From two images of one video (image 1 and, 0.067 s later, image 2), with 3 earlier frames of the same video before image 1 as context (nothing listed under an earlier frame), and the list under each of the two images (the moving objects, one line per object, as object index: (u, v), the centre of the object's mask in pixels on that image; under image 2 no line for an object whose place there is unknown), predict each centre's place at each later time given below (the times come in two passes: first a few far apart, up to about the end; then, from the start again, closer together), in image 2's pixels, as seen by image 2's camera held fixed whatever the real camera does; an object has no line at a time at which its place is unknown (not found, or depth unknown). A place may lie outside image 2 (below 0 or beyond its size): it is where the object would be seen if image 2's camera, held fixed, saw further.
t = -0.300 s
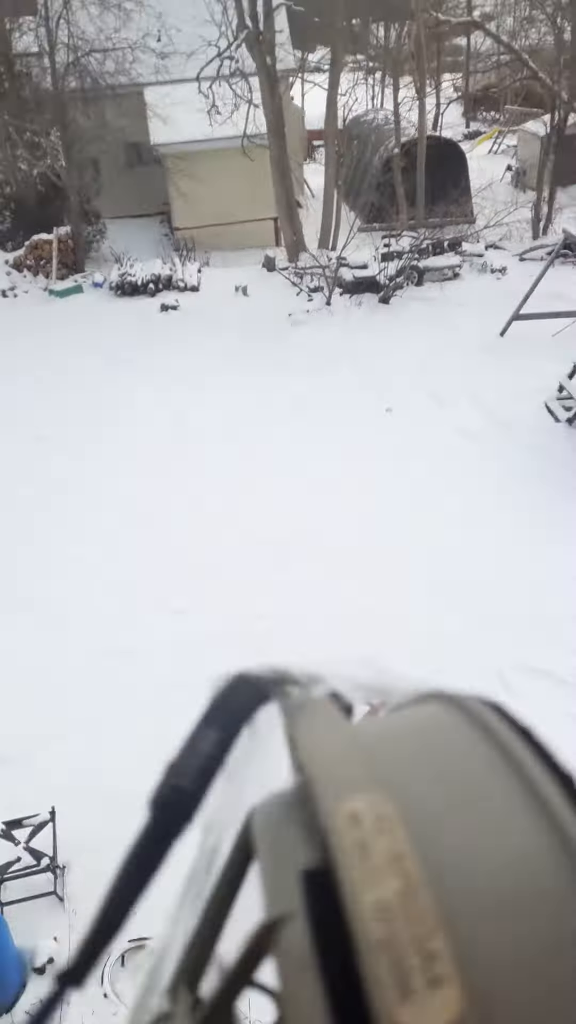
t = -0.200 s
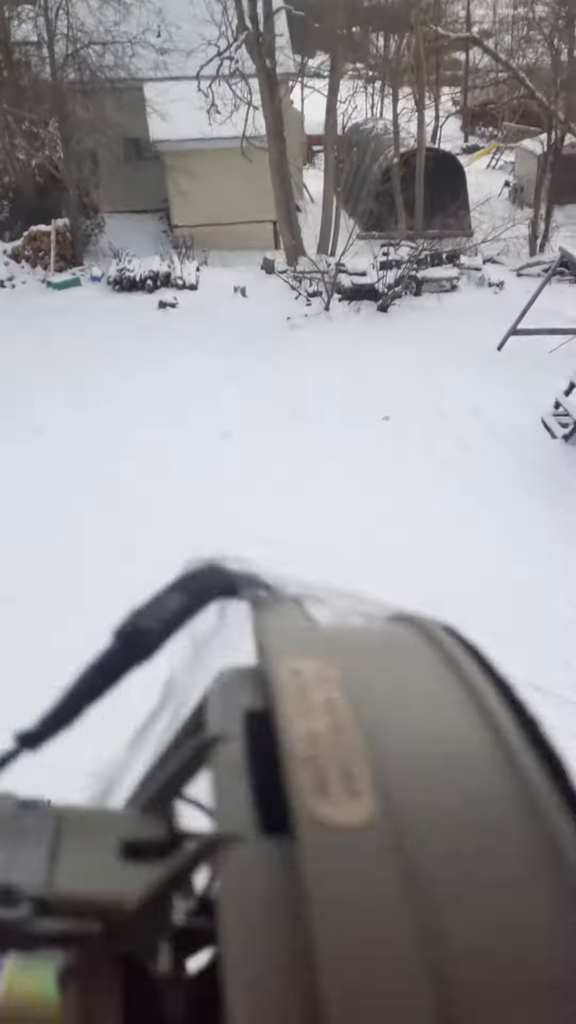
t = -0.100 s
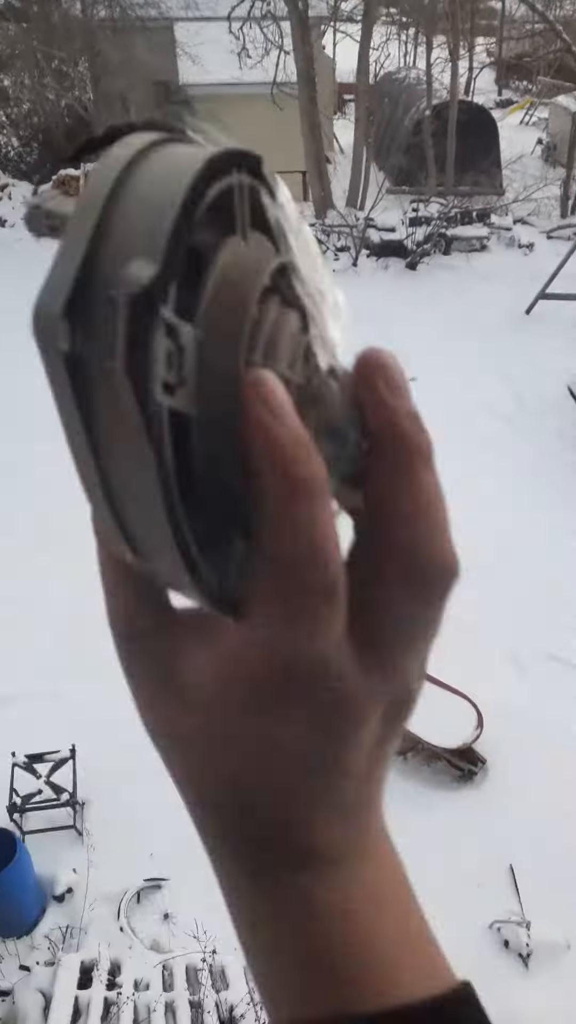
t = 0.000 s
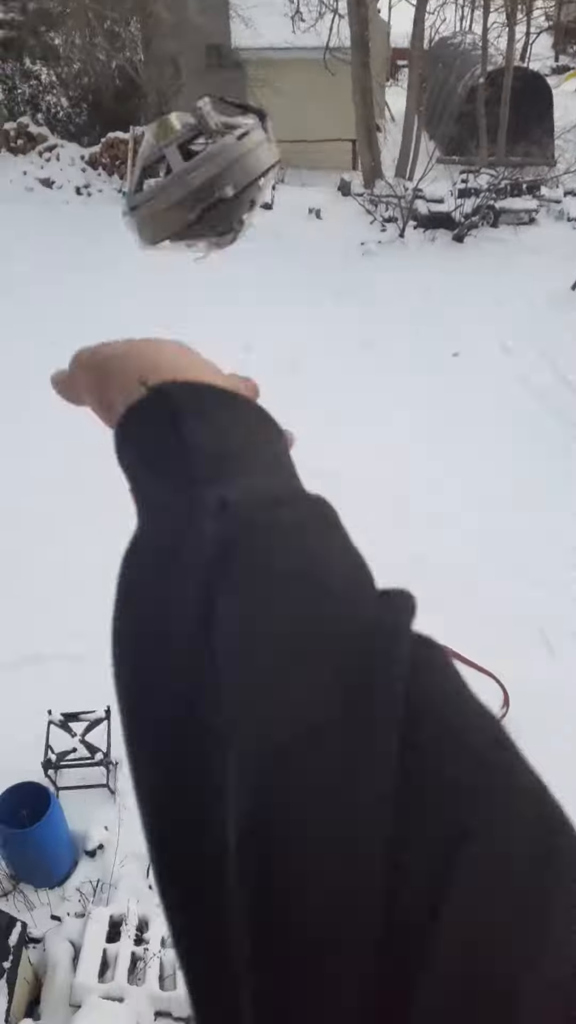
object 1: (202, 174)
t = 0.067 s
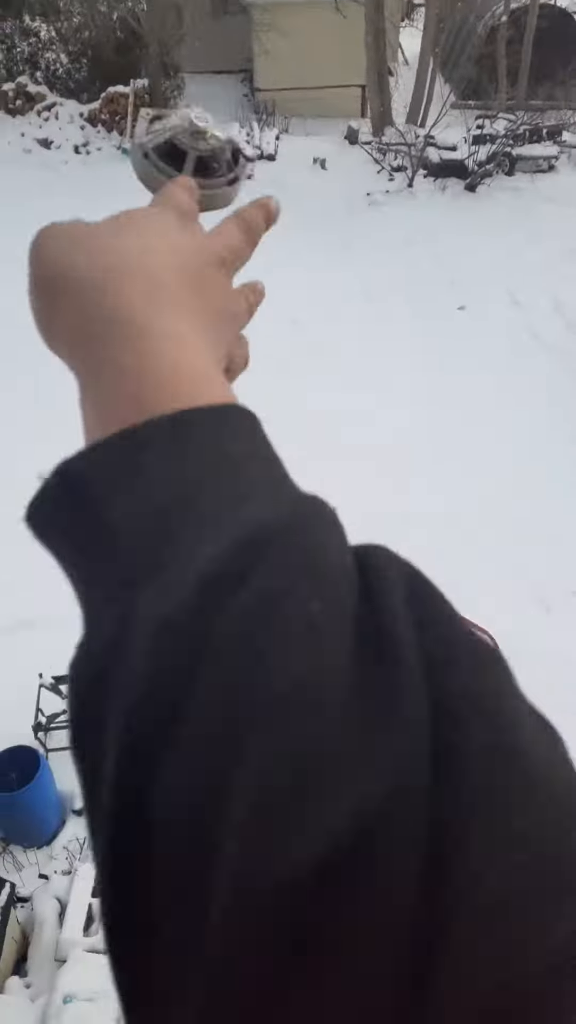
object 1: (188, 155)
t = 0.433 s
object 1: (200, 332)
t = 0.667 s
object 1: (211, 445)
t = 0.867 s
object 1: (220, 524)
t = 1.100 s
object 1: (207, 521)
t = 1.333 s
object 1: (175, 479)
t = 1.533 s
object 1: (146, 451)
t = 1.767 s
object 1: (120, 435)
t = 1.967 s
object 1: (101, 429)
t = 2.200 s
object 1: (86, 429)
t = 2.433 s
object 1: (82, 430)
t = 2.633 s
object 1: (81, 431)
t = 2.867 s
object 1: (82, 431)
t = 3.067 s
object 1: (81, 432)
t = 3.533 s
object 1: (81, 431)
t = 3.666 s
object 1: (82, 432)
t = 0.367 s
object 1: (199, 299)
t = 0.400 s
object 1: (200, 315)
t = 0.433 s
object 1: (200, 332)
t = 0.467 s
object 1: (201, 354)
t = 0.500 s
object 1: (198, 374)
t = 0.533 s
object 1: (202, 386)
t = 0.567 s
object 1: (205, 400)
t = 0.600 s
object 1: (207, 417)
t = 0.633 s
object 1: (208, 431)
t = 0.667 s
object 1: (211, 445)
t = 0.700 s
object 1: (214, 459)
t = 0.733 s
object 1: (215, 472)
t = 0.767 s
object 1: (216, 486)
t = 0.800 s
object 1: (217, 498)
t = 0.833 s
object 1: (219, 510)
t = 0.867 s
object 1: (220, 524)
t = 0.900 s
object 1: (220, 535)
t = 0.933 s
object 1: (222, 547)
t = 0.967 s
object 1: (224, 556)
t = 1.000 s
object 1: (221, 547)
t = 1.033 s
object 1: (216, 538)
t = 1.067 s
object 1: (211, 529)
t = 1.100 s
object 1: (207, 521)
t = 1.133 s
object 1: (202, 514)
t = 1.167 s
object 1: (198, 509)
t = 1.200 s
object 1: (194, 503)
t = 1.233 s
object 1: (190, 496)
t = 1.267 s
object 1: (184, 491)
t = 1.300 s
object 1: (178, 485)
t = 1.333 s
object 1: (175, 479)
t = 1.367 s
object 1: (169, 473)
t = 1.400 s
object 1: (163, 467)
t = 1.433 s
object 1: (158, 463)
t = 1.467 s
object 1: (154, 459)
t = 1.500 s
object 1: (150, 456)
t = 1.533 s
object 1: (146, 451)
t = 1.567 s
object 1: (142, 446)
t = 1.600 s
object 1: (137, 442)
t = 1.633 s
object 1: (134, 441)
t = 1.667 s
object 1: (131, 438)
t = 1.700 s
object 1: (127, 438)
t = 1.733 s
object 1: (124, 437)
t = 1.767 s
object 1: (120, 435)
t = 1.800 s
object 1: (117, 433)
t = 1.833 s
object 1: (112, 432)
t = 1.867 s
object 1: (108, 432)
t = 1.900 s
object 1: (106, 431)
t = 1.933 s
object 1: (103, 430)
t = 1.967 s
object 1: (101, 429)
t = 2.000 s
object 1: (98, 429)
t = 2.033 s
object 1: (96, 430)
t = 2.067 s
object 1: (94, 430)
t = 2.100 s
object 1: (92, 429)
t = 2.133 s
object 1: (90, 429)
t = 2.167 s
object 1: (88, 428)
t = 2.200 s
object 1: (86, 429)
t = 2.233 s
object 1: (85, 429)
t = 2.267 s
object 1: (83, 429)
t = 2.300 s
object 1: (82, 429)
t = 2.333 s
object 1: (82, 429)
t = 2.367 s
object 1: (81, 430)
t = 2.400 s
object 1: (81, 430)
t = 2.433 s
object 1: (82, 430)
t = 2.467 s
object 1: (82, 431)
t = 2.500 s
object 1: (81, 431)
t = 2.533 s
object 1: (81, 431)
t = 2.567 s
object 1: (82, 431)
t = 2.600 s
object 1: (81, 431)
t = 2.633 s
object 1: (81, 431)
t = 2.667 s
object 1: (82, 431)
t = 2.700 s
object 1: (82, 432)
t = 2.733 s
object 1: (82, 431)
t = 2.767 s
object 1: (82, 431)
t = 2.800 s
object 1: (81, 431)
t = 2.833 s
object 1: (82, 431)
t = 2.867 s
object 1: (82, 431)
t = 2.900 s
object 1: (82, 431)
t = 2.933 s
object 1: (82, 431)
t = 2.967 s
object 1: (81, 431)
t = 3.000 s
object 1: (80, 431)
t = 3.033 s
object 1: (84, 431)
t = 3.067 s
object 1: (81, 432)
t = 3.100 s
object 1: (77, 431)
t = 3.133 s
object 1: (83, 431)
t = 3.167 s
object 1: (79, 431)
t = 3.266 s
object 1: (86, 430)
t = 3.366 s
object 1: (84, 431)
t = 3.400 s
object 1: (83, 431)
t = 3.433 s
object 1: (83, 431)
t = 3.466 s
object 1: (82, 431)
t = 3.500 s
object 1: (82, 431)
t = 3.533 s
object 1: (81, 431)
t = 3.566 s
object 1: (81, 432)
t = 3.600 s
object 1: (80, 432)
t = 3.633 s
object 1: (80, 432)
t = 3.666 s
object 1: (82, 432)
